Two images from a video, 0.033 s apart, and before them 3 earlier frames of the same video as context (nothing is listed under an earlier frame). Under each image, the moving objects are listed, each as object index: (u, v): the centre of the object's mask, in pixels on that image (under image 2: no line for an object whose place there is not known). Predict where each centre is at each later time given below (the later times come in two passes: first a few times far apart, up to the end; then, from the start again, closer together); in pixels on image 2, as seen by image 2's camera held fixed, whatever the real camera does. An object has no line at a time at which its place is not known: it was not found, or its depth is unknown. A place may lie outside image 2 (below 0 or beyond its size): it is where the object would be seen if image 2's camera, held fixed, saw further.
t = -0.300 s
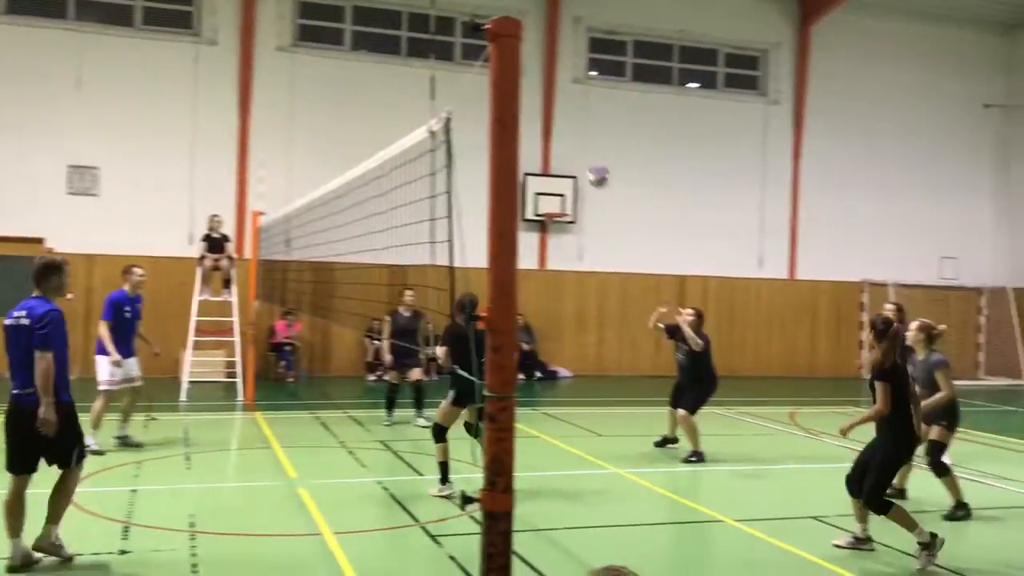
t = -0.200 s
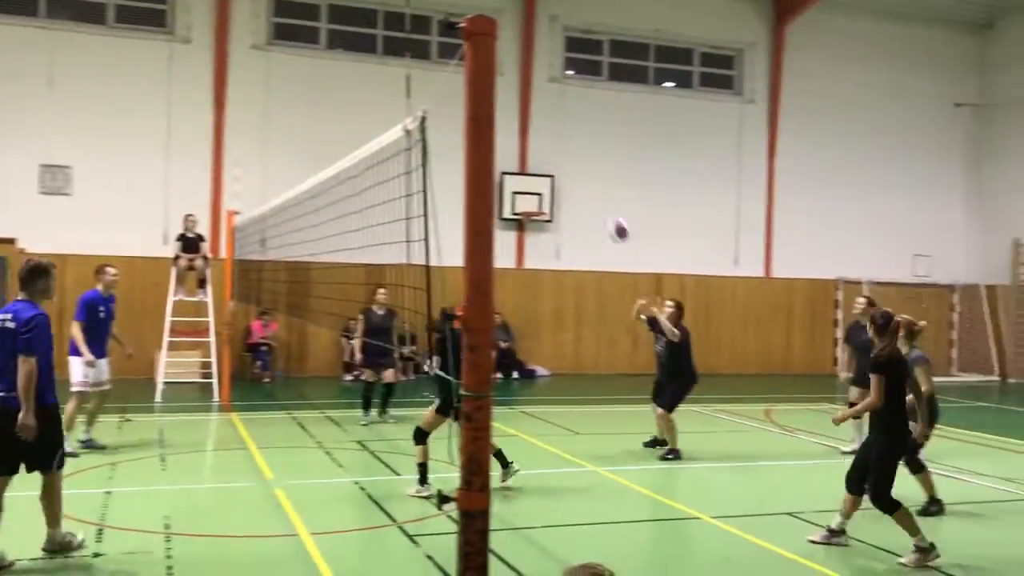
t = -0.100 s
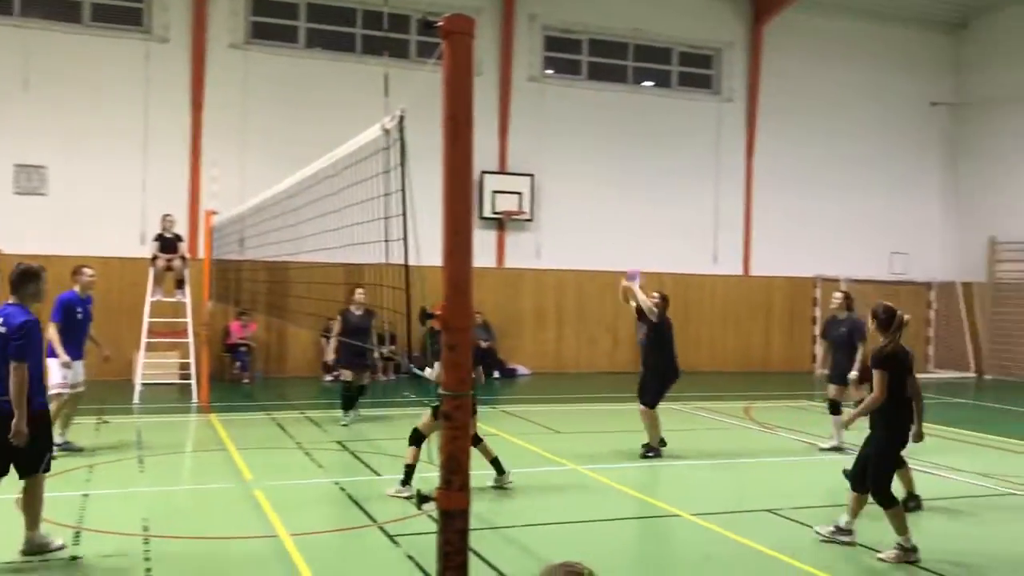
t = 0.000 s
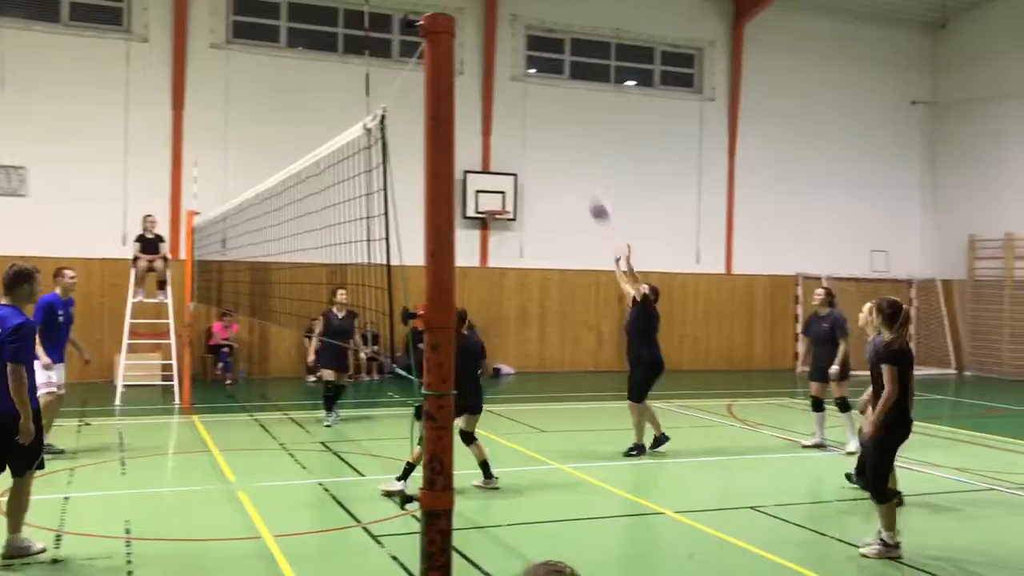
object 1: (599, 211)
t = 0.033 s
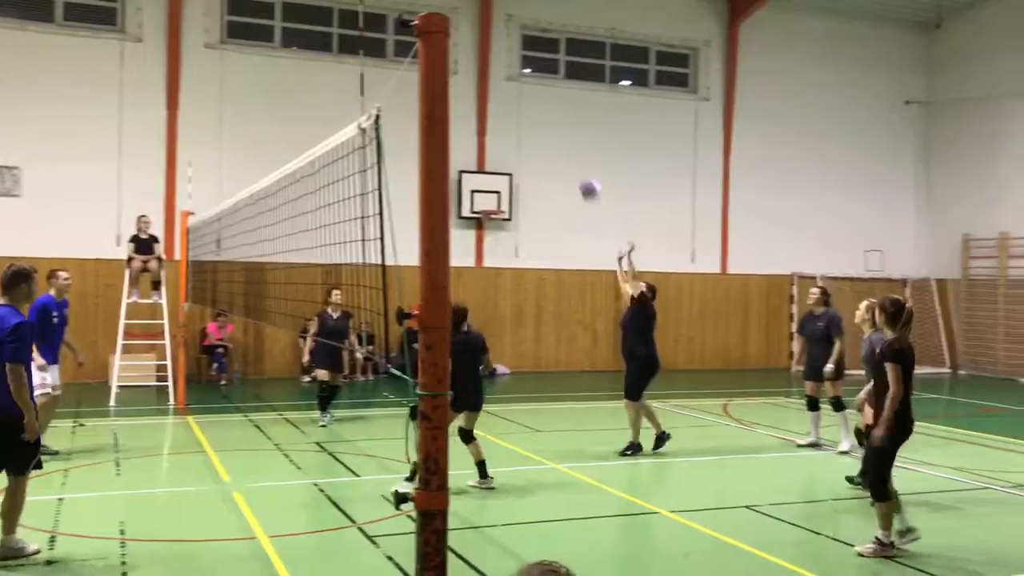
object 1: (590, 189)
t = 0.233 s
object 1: (546, 83)
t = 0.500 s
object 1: (490, 9)
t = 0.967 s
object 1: (392, 49)
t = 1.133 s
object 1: (356, 112)
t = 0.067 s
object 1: (582, 168)
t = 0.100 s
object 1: (575, 149)
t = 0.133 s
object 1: (568, 131)
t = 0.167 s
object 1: (560, 114)
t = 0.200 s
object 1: (554, 98)
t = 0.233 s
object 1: (546, 83)
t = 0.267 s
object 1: (537, 70)
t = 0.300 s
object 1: (530, 58)
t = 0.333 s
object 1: (524, 48)
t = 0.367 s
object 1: (519, 38)
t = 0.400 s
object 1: (510, 30)
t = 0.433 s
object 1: (502, 21)
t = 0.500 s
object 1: (490, 9)
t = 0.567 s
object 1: (475, 4)
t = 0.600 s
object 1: (468, 1)
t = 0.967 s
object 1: (392, 49)
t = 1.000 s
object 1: (385, 59)
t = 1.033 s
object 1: (378, 72)
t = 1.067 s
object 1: (372, 86)
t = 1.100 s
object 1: (365, 101)
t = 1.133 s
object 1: (356, 112)
